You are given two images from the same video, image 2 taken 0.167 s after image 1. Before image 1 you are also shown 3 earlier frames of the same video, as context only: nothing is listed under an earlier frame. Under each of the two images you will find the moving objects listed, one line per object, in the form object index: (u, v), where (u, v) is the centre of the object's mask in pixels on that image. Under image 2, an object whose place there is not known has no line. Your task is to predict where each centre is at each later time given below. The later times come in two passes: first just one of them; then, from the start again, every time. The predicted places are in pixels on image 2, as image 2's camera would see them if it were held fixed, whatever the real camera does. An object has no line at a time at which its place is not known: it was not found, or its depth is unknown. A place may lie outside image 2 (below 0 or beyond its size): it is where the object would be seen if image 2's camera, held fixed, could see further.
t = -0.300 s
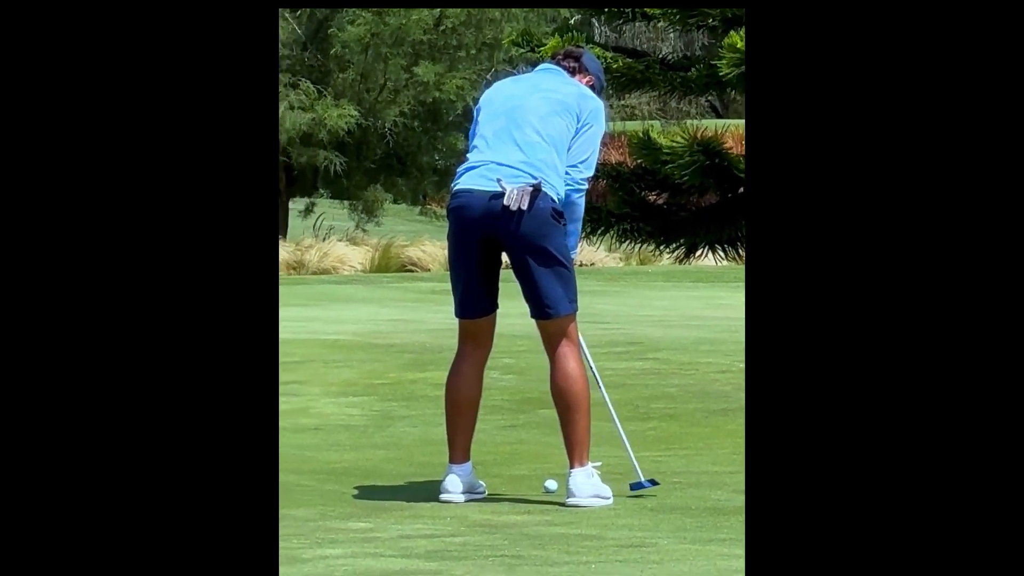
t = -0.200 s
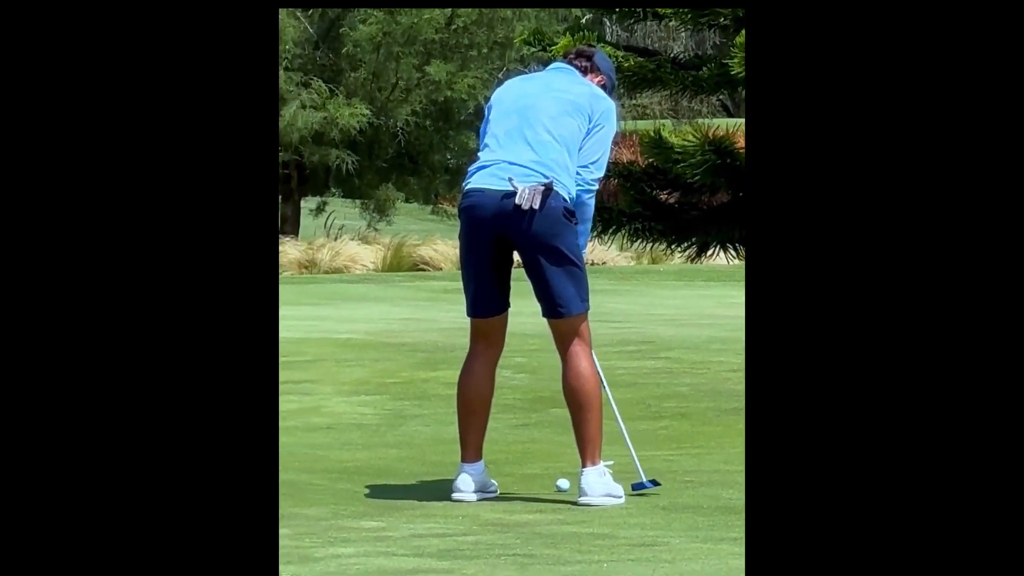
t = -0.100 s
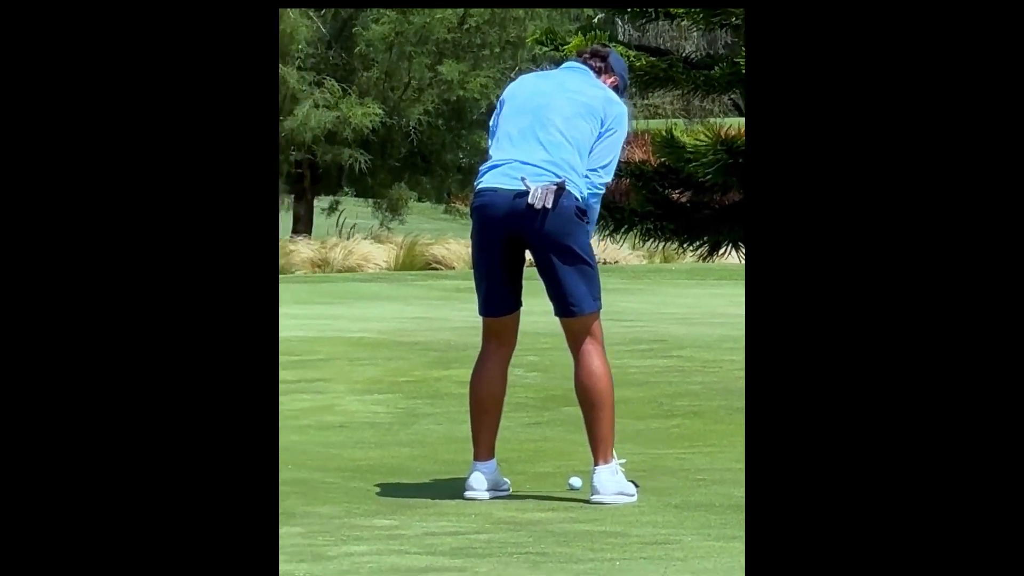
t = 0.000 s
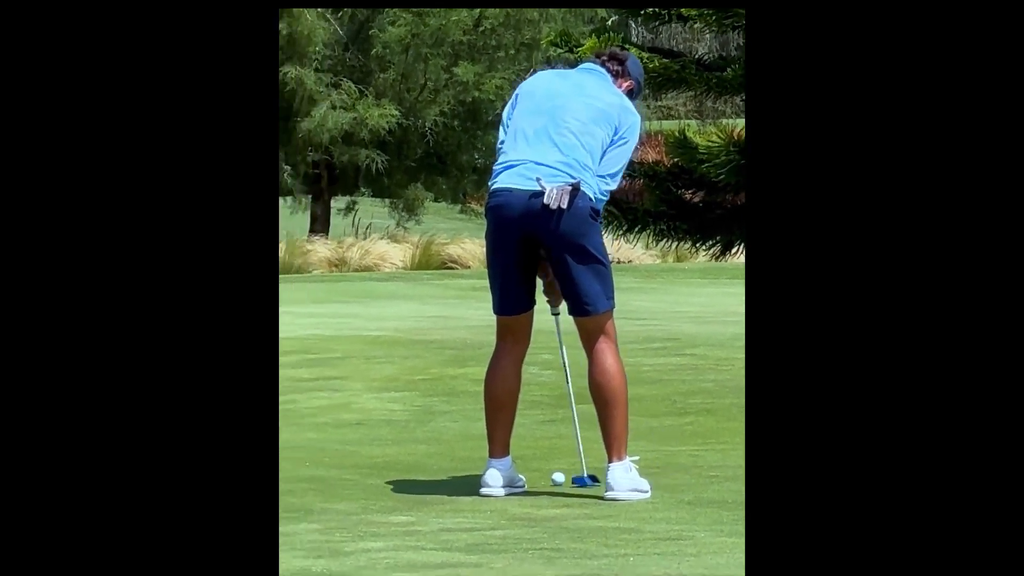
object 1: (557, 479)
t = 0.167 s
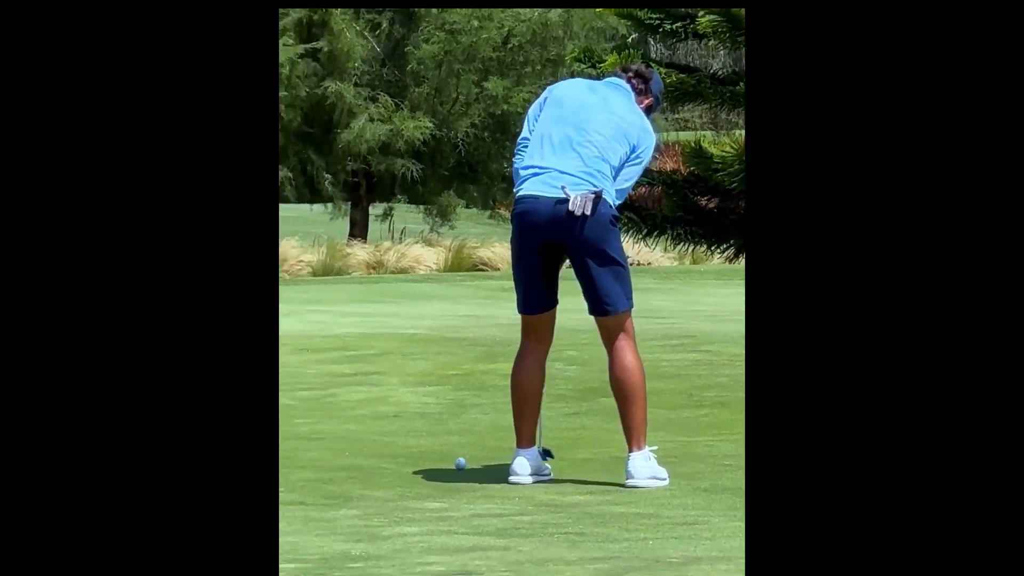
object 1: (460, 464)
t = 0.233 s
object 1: (420, 462)
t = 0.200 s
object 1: (440, 463)
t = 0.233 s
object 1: (420, 462)
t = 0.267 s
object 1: (401, 460)
